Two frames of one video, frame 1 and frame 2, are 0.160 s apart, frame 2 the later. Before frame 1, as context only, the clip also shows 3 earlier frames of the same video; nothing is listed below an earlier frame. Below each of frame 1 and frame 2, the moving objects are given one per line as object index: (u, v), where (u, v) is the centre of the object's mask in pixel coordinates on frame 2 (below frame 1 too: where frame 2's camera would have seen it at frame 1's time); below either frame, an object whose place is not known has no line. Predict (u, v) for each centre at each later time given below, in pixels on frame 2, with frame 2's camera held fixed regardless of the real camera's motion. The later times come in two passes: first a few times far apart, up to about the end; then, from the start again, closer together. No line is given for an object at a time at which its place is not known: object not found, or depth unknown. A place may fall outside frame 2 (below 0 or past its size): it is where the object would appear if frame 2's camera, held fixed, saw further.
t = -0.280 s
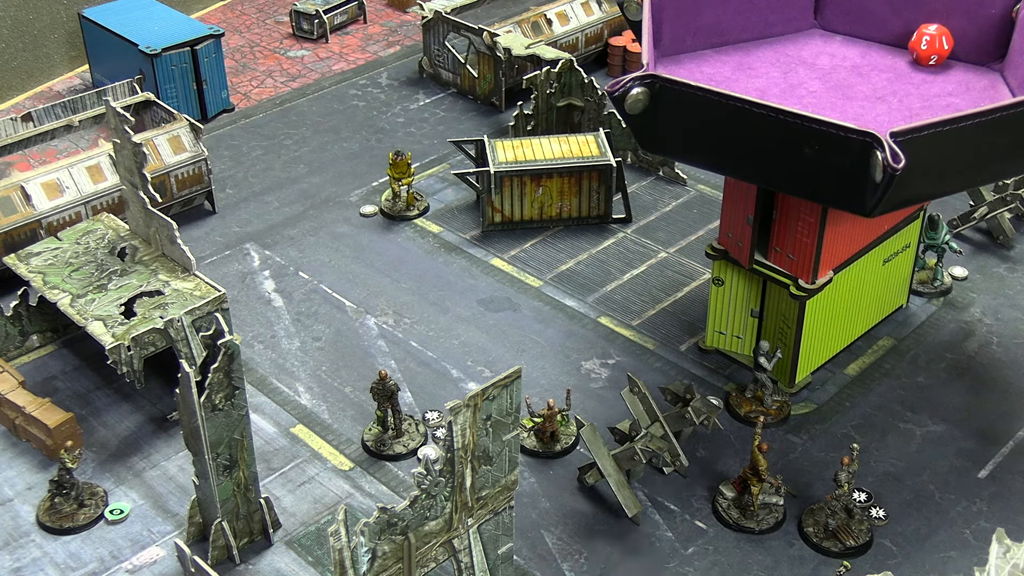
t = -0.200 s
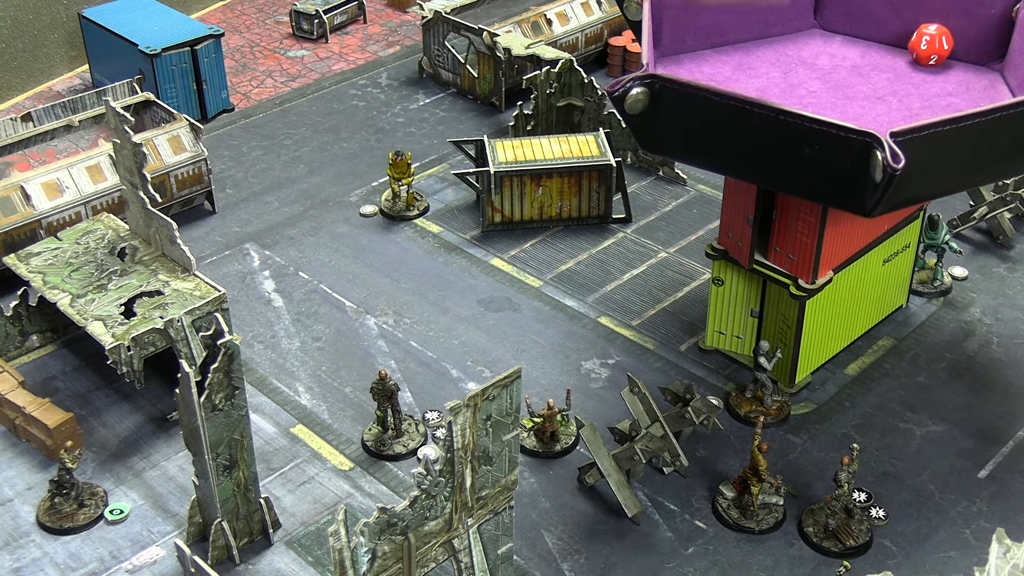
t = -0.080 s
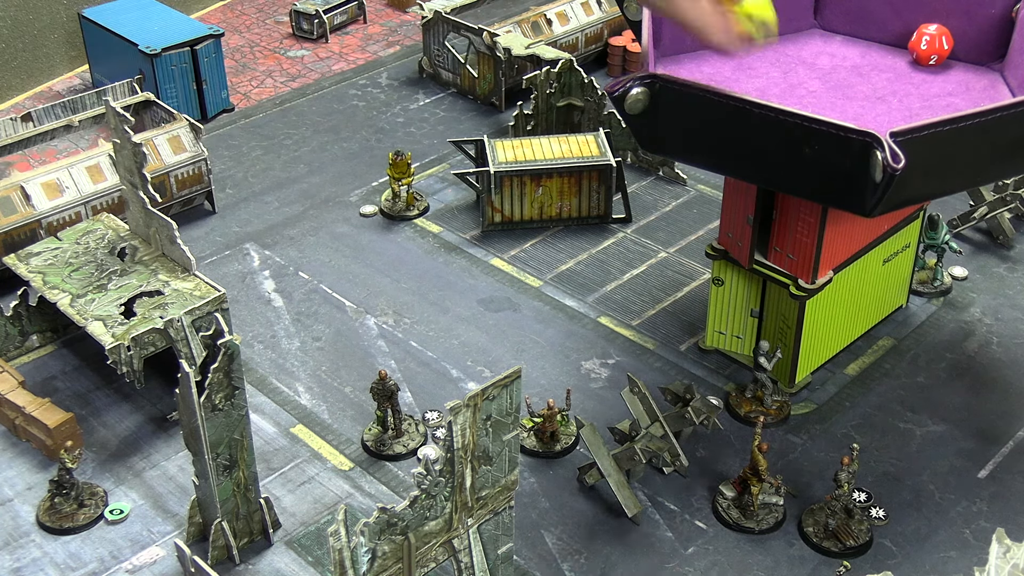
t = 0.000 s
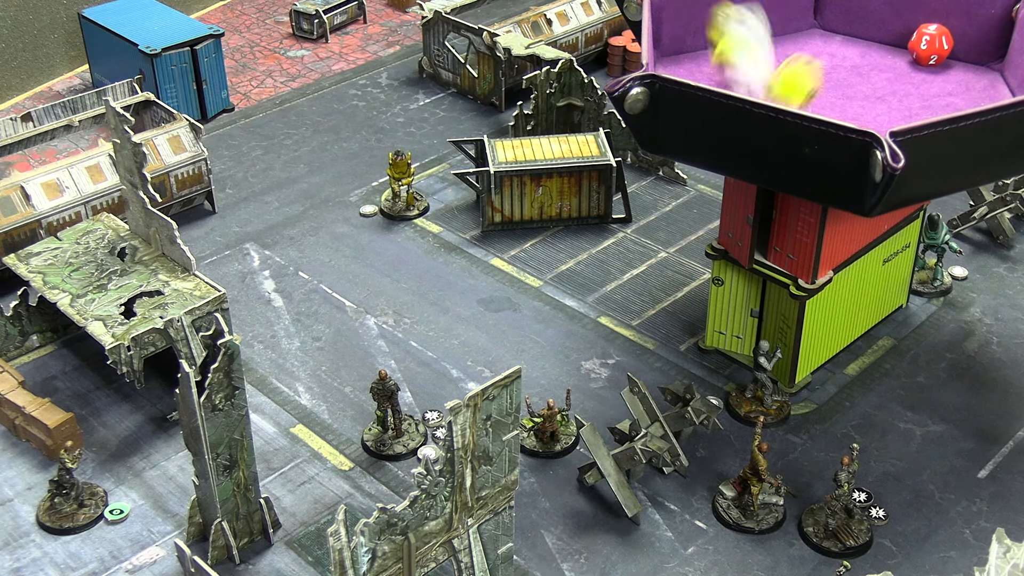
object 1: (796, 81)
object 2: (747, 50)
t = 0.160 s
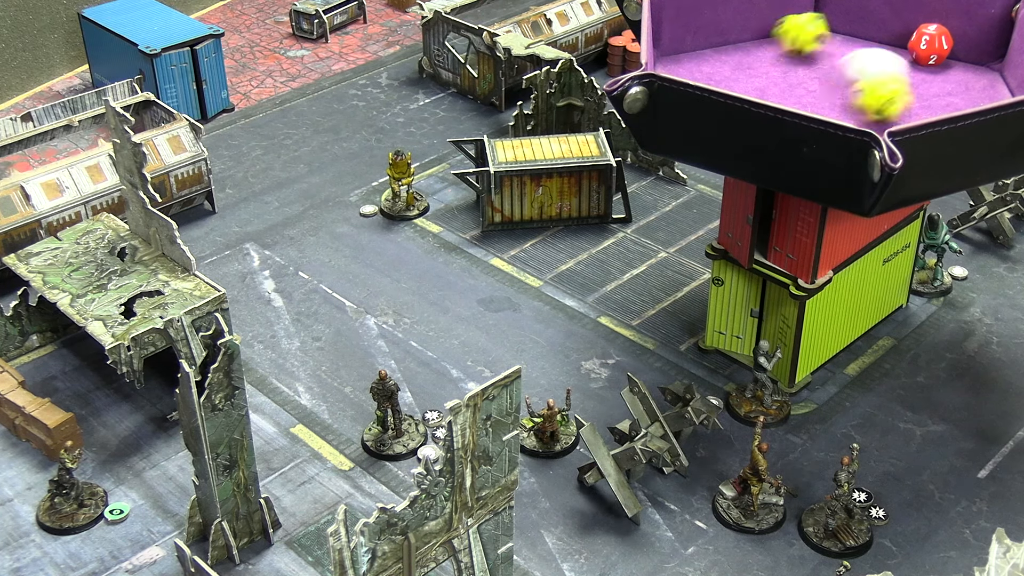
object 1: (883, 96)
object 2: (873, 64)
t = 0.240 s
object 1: (922, 94)
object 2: (925, 64)
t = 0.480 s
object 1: (961, 86)
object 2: (986, 53)
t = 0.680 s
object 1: (962, 87)
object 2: (985, 51)
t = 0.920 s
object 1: (962, 87)
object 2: (985, 51)
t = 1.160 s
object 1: (962, 87)
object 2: (985, 51)
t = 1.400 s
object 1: (962, 87)
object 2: (985, 51)
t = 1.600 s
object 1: (962, 87)
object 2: (985, 51)
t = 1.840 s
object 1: (962, 87)
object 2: (985, 51)
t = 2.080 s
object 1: (962, 87)
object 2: (985, 51)
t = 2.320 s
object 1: (962, 87)
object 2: (985, 51)
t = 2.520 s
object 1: (962, 87)
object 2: (985, 51)
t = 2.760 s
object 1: (962, 87)
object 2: (985, 51)
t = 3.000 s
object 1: (962, 86)
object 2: (985, 51)
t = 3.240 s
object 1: (962, 86)
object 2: (985, 51)
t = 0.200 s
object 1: (905, 95)
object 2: (901, 63)
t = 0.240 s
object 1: (922, 94)
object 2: (925, 64)
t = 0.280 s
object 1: (939, 92)
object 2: (947, 62)
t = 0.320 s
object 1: (951, 90)
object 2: (966, 61)
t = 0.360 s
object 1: (962, 86)
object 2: (977, 57)
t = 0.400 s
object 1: (966, 85)
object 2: (987, 57)
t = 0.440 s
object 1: (963, 85)
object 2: (989, 55)
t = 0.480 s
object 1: (961, 86)
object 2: (986, 53)
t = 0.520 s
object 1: (962, 87)
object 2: (984, 50)
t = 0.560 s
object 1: (962, 87)
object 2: (983, 50)
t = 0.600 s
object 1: (962, 87)
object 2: (985, 51)
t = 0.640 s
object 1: (962, 87)
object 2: (985, 51)
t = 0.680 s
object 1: (962, 87)
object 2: (985, 51)
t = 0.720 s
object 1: (962, 87)
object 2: (985, 51)
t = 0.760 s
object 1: (962, 87)
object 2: (985, 51)
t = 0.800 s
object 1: (962, 87)
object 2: (985, 51)
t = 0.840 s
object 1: (962, 87)
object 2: (985, 51)
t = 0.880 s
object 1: (962, 87)
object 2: (985, 51)
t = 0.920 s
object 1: (962, 87)
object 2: (985, 51)
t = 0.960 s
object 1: (962, 87)
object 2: (985, 51)
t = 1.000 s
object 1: (962, 87)
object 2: (985, 51)
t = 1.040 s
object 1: (962, 87)
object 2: (985, 51)
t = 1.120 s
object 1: (962, 87)
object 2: (985, 51)
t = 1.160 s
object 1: (962, 87)
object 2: (985, 51)
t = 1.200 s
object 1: (962, 87)
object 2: (985, 51)
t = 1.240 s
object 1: (962, 87)
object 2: (985, 51)
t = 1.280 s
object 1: (962, 87)
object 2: (985, 51)
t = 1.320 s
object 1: (962, 87)
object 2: (985, 51)
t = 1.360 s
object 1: (962, 87)
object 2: (985, 51)
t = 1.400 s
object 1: (962, 87)
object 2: (985, 51)
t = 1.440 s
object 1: (962, 87)
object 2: (985, 51)
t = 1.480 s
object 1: (962, 87)
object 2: (985, 51)
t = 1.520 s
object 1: (962, 87)
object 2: (985, 51)
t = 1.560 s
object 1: (962, 87)
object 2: (985, 51)
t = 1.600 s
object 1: (962, 87)
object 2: (985, 51)
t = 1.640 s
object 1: (962, 87)
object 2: (985, 51)
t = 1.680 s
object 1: (962, 87)
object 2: (985, 51)
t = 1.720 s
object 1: (962, 87)
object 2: (985, 51)
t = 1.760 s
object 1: (962, 87)
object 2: (985, 51)
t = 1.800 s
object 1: (962, 86)
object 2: (985, 51)
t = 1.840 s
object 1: (962, 87)
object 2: (985, 51)
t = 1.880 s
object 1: (962, 87)
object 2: (985, 51)
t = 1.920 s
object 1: (962, 87)
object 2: (985, 51)
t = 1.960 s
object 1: (962, 87)
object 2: (985, 51)
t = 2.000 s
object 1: (962, 87)
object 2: (985, 51)
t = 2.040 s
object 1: (962, 87)
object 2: (985, 51)
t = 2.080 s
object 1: (962, 87)
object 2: (985, 51)
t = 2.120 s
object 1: (962, 87)
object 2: (985, 51)
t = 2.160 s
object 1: (962, 87)
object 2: (985, 51)
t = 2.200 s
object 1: (962, 87)
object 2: (985, 51)
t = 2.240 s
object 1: (962, 87)
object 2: (985, 51)
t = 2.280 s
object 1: (962, 87)
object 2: (985, 51)
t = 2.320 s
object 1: (962, 87)
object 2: (985, 51)
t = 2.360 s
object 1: (962, 87)
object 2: (985, 51)
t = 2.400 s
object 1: (962, 87)
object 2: (985, 51)
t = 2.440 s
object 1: (962, 87)
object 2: (985, 51)
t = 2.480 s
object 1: (962, 87)
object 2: (985, 51)
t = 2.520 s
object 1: (962, 87)
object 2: (985, 51)
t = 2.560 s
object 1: (962, 87)
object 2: (985, 51)
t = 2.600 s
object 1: (962, 87)
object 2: (985, 51)
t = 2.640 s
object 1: (962, 87)
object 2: (985, 51)
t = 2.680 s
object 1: (962, 87)
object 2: (985, 51)
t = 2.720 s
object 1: (962, 86)
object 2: (985, 51)
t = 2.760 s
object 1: (962, 87)
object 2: (985, 51)
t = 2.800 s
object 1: (962, 86)
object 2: (985, 51)
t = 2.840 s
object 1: (962, 86)
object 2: (985, 51)
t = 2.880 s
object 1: (962, 86)
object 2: (985, 51)
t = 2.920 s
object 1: (962, 87)
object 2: (985, 51)
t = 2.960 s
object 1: (962, 86)
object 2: (985, 51)
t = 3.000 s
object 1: (962, 86)
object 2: (985, 51)
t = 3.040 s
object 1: (962, 86)
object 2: (985, 51)
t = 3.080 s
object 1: (962, 86)
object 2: (985, 51)
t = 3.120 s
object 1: (962, 86)
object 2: (985, 51)
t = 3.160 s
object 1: (962, 86)
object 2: (985, 51)
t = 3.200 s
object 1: (962, 86)
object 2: (985, 51)
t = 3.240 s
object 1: (962, 86)
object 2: (985, 51)
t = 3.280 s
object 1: (962, 86)
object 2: (985, 51)
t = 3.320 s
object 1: (961, 86)
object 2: (985, 51)
